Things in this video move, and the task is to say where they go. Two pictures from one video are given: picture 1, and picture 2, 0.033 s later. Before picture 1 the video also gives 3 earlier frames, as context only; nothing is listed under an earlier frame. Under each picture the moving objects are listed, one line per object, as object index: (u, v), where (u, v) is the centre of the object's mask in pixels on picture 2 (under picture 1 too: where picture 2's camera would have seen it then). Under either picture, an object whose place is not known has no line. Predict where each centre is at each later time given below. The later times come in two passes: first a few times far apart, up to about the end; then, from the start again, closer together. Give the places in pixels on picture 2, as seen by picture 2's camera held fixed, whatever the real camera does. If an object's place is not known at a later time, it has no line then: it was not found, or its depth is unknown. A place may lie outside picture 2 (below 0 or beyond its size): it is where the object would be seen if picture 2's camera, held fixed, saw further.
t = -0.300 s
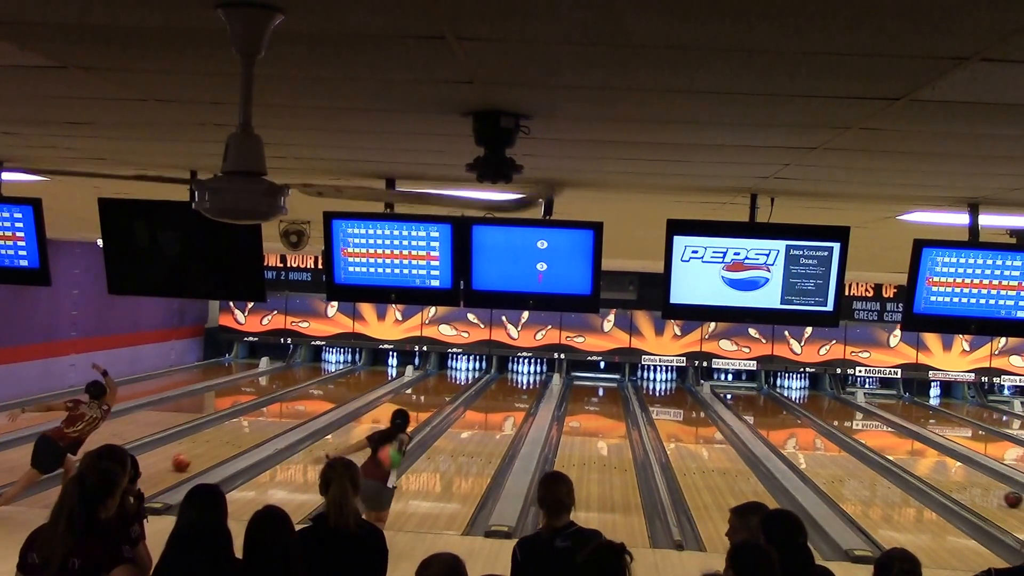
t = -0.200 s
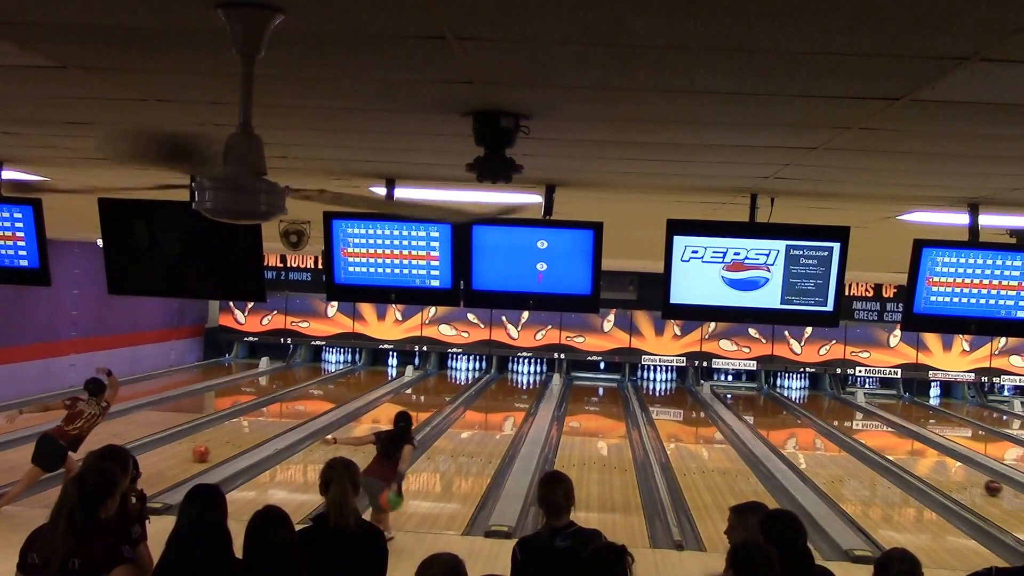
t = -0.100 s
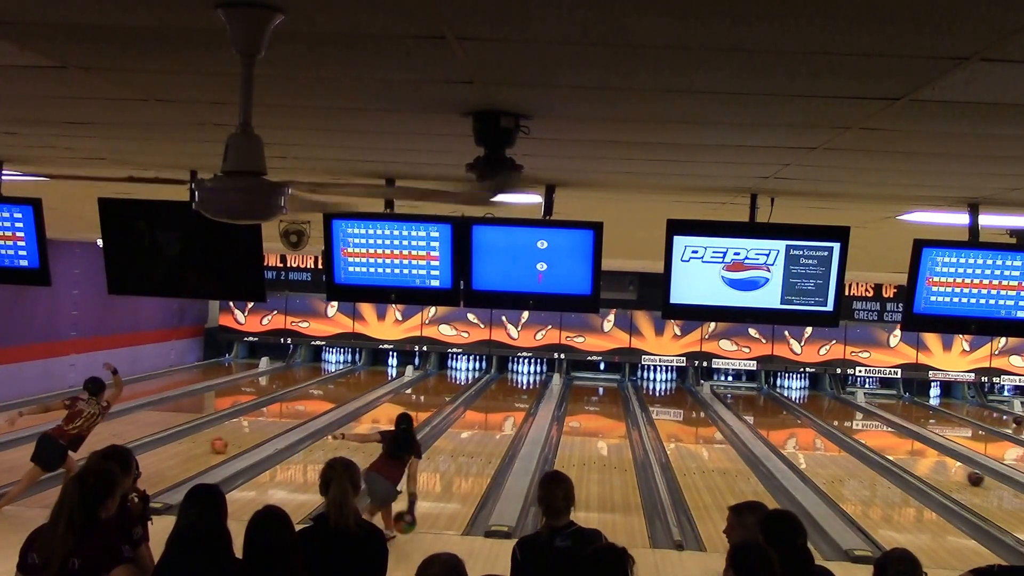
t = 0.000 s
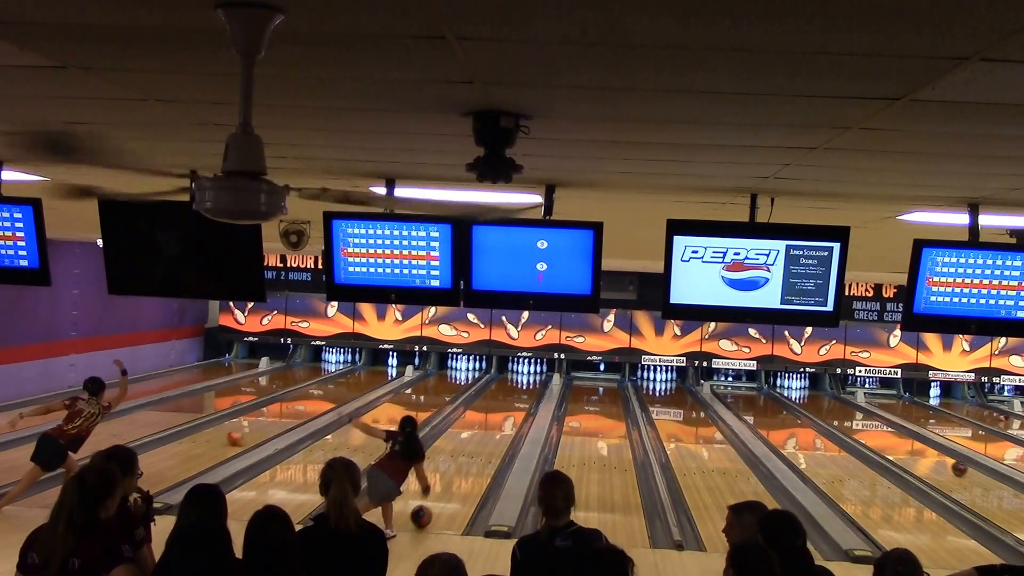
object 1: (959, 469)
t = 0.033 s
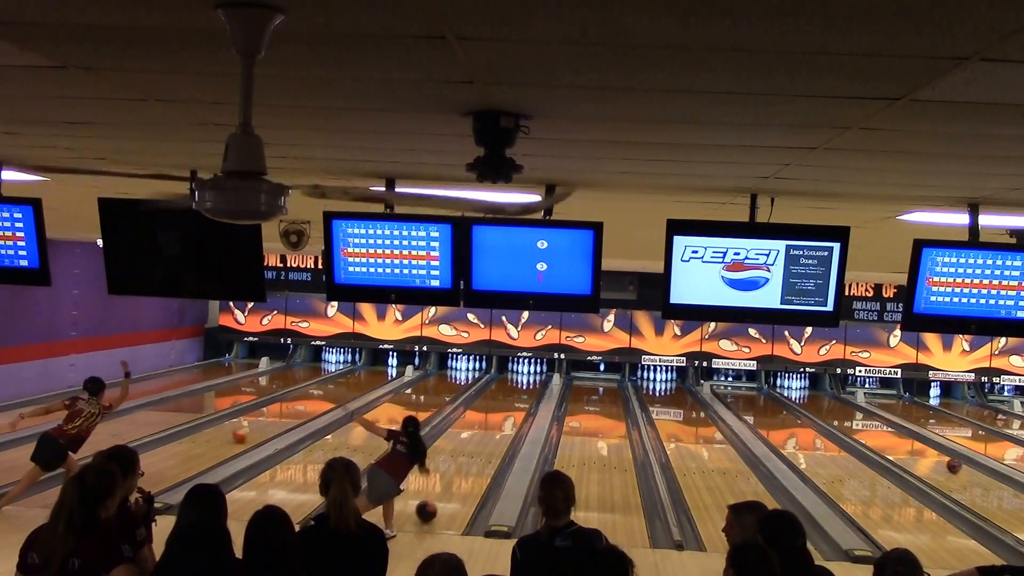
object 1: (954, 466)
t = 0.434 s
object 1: (903, 439)
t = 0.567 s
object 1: (889, 431)
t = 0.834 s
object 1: (866, 419)
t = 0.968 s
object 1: (854, 413)
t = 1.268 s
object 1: (833, 402)
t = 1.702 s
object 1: (806, 391)
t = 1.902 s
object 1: (792, 385)
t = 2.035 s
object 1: (788, 385)
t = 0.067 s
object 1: (949, 463)
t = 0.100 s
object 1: (944, 460)
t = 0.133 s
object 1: (940, 459)
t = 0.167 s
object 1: (936, 456)
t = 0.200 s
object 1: (931, 453)
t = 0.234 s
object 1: (926, 451)
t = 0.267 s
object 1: (922, 449)
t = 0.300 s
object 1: (918, 446)
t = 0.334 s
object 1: (914, 445)
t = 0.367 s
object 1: (911, 443)
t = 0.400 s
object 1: (907, 441)
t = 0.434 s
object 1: (903, 439)
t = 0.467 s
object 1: (899, 437)
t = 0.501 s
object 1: (896, 434)
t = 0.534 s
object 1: (892, 433)
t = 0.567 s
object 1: (889, 431)
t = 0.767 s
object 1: (871, 421)
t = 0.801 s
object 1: (868, 420)
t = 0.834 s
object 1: (866, 419)
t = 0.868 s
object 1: (862, 417)
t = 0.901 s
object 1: (860, 415)
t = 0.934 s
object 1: (858, 413)
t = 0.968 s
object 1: (854, 413)
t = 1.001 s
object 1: (852, 412)
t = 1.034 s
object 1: (849, 411)
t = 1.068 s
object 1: (847, 409)
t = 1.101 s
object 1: (845, 408)
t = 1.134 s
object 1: (842, 405)
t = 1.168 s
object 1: (839, 405)
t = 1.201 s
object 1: (836, 404)
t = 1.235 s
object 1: (836, 403)
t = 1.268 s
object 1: (833, 402)
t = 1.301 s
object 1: (831, 401)
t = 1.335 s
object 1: (829, 399)
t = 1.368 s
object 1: (826, 398)
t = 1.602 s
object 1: (810, 391)
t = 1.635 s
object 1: (806, 392)
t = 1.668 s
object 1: (805, 391)
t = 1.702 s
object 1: (806, 391)
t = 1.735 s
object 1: (802, 390)
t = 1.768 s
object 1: (801, 388)
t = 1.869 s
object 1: (794, 386)
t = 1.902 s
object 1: (792, 385)
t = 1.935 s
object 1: (791, 385)
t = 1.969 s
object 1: (789, 385)
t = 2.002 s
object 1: (789, 384)
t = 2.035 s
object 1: (788, 385)
